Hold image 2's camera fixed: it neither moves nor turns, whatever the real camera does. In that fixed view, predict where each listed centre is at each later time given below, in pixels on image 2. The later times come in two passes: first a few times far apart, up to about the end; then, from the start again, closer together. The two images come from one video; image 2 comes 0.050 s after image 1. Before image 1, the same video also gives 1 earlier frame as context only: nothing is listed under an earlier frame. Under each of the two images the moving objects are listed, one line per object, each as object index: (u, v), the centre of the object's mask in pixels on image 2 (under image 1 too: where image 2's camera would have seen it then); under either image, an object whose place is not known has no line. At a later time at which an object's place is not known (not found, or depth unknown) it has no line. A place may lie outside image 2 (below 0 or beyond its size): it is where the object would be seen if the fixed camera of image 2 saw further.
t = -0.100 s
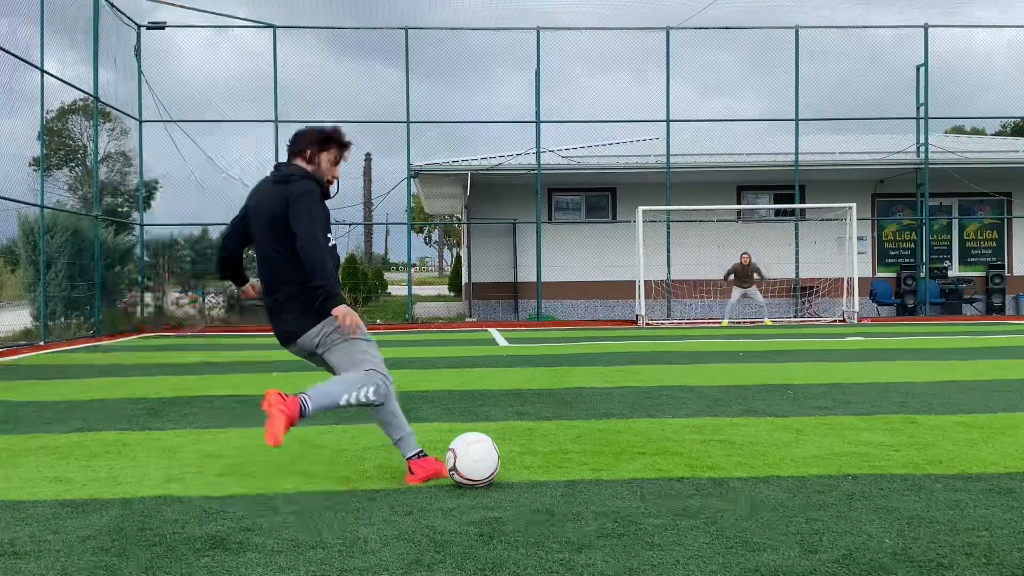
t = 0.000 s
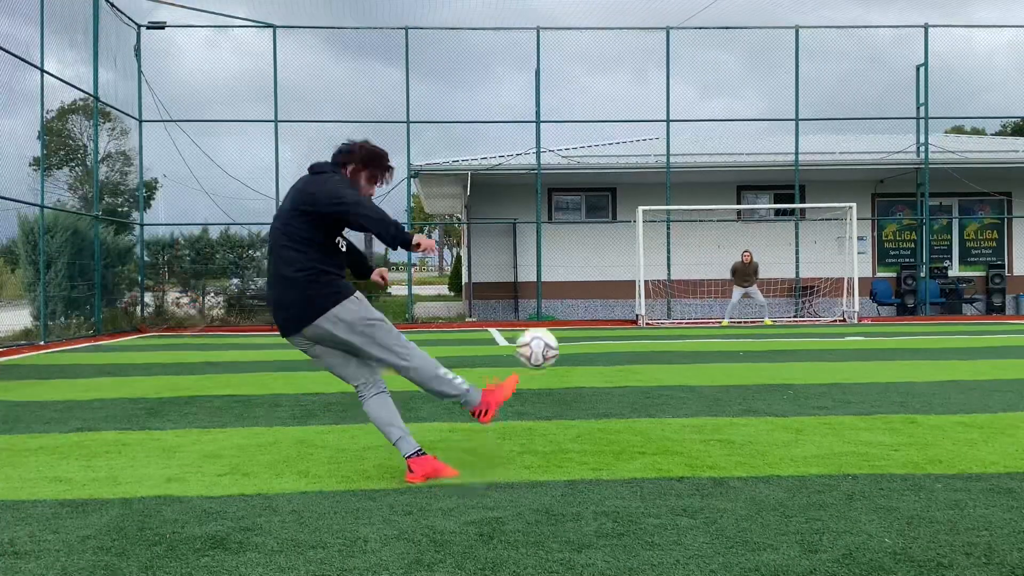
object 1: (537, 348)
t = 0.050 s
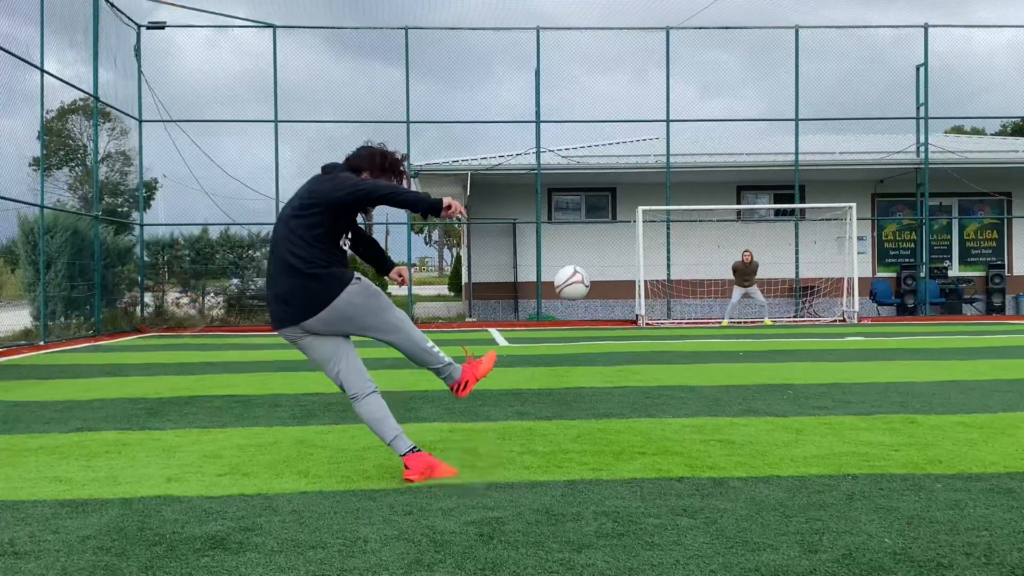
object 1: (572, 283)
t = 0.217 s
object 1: (622, 193)
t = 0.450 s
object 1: (635, 181)
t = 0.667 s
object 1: (629, 206)
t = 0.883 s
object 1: (625, 259)
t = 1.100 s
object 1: (557, 320)
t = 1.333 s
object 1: (492, 282)
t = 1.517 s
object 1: (441, 267)
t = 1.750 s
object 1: (379, 274)
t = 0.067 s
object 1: (579, 267)
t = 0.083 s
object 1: (587, 253)
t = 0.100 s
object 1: (594, 241)
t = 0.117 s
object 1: (600, 231)
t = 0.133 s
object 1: (605, 222)
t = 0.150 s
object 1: (609, 215)
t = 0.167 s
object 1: (613, 208)
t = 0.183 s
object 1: (616, 202)
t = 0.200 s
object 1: (619, 197)
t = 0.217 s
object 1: (622, 193)
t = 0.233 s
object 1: (624, 190)
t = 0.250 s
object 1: (626, 186)
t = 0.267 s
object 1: (627, 185)
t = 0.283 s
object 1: (629, 183)
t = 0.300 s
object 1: (631, 180)
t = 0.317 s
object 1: (631, 180)
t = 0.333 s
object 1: (632, 179)
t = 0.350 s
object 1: (633, 178)
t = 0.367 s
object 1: (633, 178)
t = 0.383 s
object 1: (634, 178)
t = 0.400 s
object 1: (634, 179)
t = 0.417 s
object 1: (634, 179)
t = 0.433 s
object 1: (635, 180)
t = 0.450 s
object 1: (635, 181)
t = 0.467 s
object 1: (635, 182)
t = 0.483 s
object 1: (635, 183)
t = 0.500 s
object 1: (635, 184)
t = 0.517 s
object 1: (634, 186)
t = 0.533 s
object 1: (634, 188)
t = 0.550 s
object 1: (634, 190)
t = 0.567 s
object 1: (633, 192)
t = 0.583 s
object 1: (633, 194)
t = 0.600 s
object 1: (632, 196)
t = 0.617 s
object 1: (631, 198)
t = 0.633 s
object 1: (631, 201)
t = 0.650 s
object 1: (630, 203)
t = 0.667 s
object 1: (629, 206)
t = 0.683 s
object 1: (628, 208)
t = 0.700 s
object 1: (627, 210)
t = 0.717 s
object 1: (626, 213)
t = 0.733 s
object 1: (626, 216)
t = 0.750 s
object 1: (625, 219)
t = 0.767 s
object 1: (624, 221)
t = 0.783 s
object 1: (627, 225)
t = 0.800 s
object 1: (628, 232)
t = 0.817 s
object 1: (630, 239)
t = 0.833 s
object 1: (632, 246)
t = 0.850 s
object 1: (634, 251)
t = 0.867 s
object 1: (629, 255)
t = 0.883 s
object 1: (625, 259)
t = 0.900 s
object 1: (619, 262)
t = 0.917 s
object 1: (614, 266)
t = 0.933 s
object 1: (608, 270)
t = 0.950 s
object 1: (602, 276)
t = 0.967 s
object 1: (598, 280)
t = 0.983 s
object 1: (593, 284)
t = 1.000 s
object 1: (588, 288)
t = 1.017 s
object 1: (583, 293)
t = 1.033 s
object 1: (577, 298)
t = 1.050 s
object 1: (572, 304)
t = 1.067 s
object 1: (568, 309)
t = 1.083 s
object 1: (562, 314)
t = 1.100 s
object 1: (557, 320)
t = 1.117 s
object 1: (552, 324)
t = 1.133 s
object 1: (548, 320)
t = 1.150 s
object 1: (543, 316)
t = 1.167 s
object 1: (538, 312)
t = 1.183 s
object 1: (533, 309)
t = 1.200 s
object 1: (529, 305)
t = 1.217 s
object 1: (524, 301)
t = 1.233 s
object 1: (520, 298)
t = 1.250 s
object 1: (515, 295)
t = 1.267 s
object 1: (510, 292)
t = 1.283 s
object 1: (506, 289)
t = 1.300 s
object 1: (501, 287)
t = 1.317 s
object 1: (497, 284)
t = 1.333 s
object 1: (492, 282)
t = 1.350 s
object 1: (487, 279)
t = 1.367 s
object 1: (483, 277)
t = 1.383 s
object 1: (478, 275)
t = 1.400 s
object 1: (473, 274)
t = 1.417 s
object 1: (469, 272)
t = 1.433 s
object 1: (464, 271)
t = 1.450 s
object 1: (460, 270)
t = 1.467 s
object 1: (455, 269)
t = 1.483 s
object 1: (450, 268)
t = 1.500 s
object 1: (446, 268)
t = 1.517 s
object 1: (441, 267)
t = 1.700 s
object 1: (392, 270)
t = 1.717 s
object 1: (388, 271)
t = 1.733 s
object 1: (383, 272)
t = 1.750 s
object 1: (379, 274)
